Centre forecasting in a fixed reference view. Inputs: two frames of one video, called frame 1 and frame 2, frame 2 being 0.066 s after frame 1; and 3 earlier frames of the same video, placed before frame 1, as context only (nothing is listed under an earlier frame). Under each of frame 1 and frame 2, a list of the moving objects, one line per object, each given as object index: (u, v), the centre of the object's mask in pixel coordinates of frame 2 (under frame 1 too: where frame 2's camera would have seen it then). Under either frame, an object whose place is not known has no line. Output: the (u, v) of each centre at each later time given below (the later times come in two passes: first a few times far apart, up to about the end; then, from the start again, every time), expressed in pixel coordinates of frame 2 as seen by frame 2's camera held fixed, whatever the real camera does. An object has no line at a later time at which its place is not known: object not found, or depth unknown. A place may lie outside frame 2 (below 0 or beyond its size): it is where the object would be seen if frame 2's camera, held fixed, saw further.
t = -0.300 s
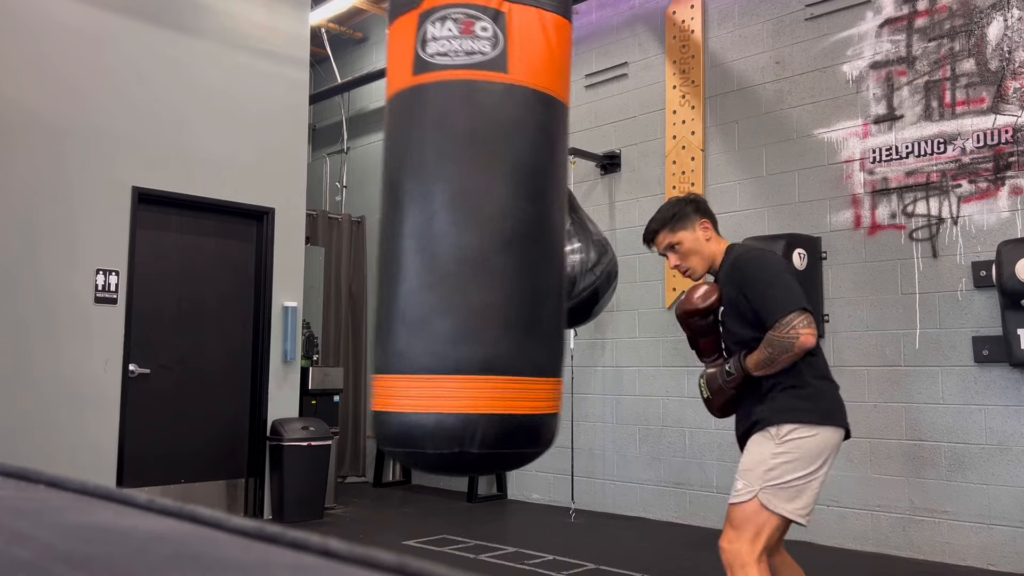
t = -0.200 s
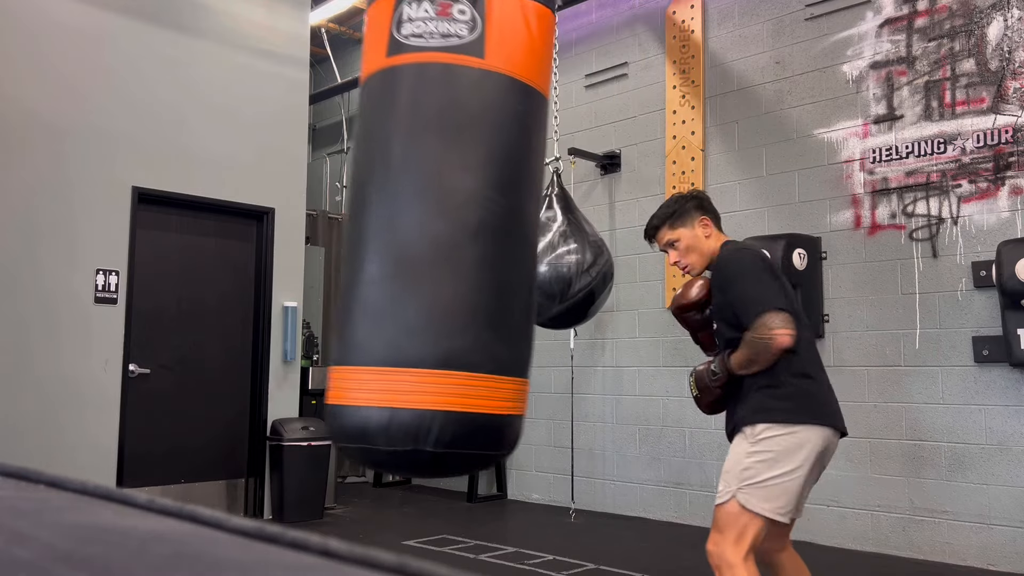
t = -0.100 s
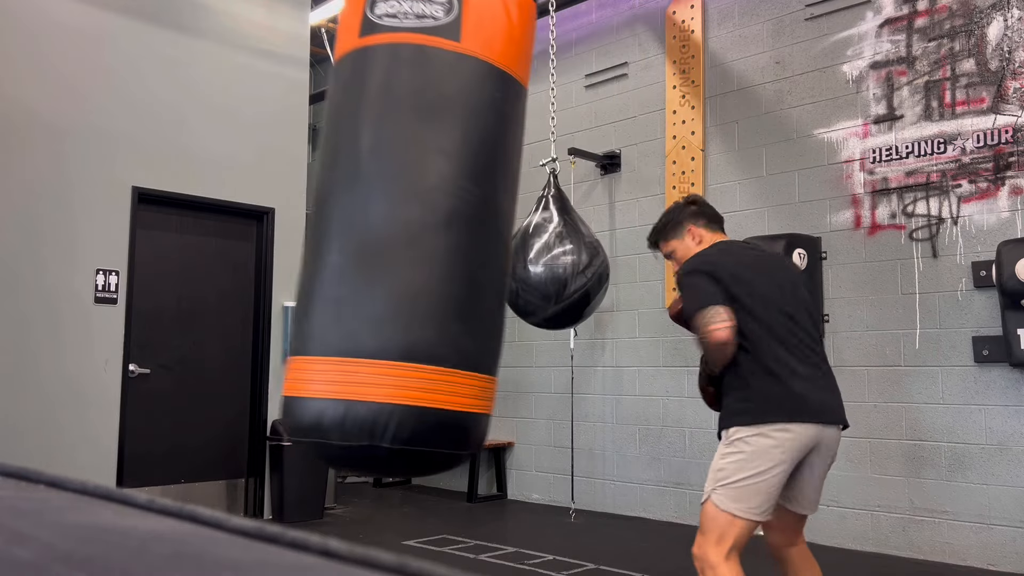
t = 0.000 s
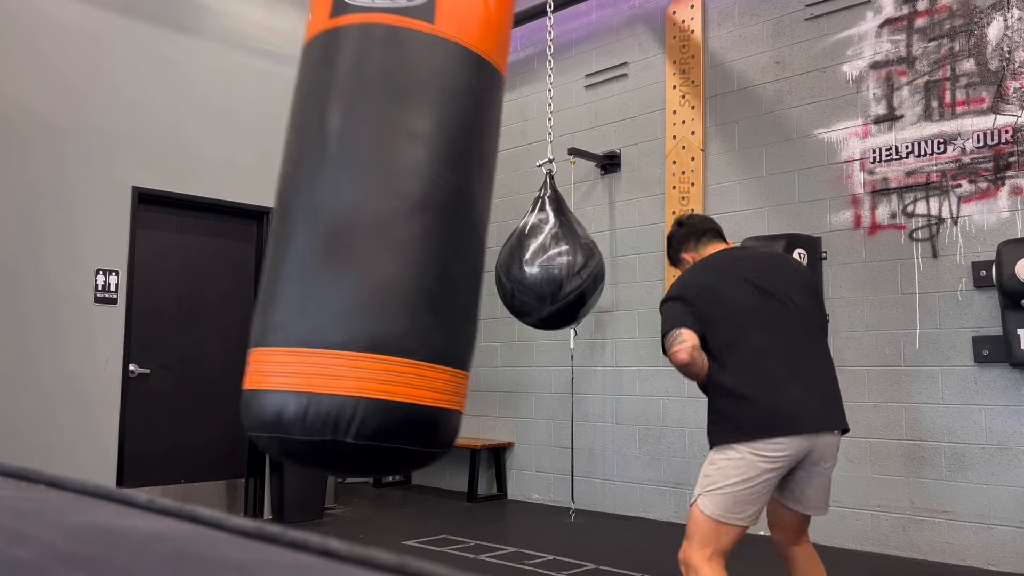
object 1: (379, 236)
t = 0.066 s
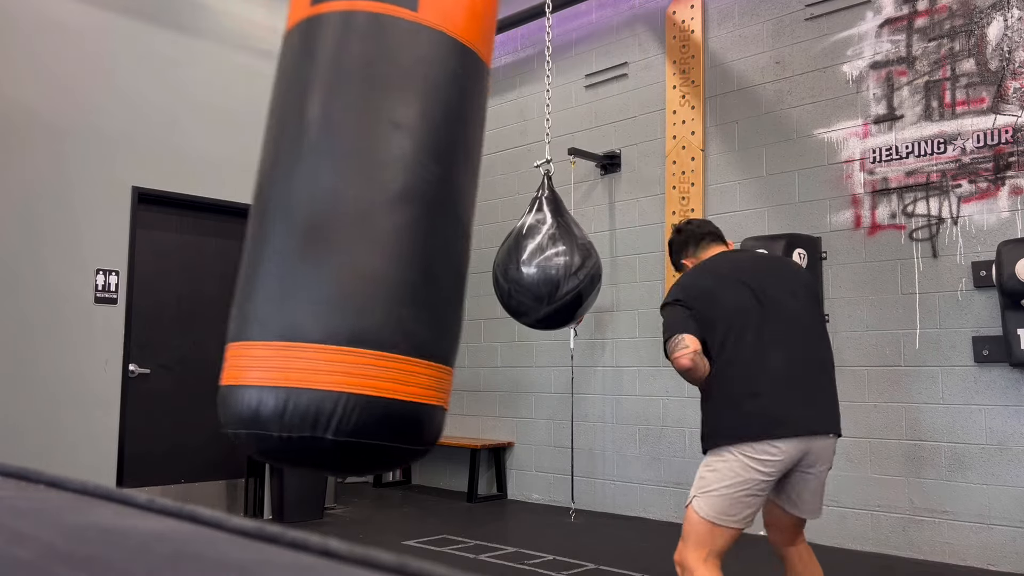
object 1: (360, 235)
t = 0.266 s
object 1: (313, 232)
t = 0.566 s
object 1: (300, 230)
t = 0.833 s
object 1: (355, 235)
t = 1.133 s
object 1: (452, 238)
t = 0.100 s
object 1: (351, 235)
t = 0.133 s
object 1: (342, 234)
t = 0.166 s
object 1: (334, 233)
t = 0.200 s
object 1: (327, 233)
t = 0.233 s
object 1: (320, 232)
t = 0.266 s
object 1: (313, 232)
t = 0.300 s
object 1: (308, 231)
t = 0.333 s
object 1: (304, 231)
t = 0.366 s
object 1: (300, 230)
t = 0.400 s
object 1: (297, 230)
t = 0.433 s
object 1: (295, 229)
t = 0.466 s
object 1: (295, 229)
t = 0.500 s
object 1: (295, 230)
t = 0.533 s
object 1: (297, 230)
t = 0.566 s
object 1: (300, 230)
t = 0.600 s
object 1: (304, 231)
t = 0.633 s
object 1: (309, 231)
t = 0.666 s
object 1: (314, 232)
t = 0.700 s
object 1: (321, 233)
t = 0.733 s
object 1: (329, 233)
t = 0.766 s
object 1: (337, 234)
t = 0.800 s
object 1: (345, 235)
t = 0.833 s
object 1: (355, 235)
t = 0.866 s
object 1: (364, 236)
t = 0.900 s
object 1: (374, 236)
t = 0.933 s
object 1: (384, 237)
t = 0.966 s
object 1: (395, 237)
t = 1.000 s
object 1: (407, 237)
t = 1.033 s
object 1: (418, 237)
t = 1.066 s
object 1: (429, 238)
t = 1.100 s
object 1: (440, 238)
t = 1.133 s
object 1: (452, 238)
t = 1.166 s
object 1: (463, 238)
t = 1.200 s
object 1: (474, 237)
